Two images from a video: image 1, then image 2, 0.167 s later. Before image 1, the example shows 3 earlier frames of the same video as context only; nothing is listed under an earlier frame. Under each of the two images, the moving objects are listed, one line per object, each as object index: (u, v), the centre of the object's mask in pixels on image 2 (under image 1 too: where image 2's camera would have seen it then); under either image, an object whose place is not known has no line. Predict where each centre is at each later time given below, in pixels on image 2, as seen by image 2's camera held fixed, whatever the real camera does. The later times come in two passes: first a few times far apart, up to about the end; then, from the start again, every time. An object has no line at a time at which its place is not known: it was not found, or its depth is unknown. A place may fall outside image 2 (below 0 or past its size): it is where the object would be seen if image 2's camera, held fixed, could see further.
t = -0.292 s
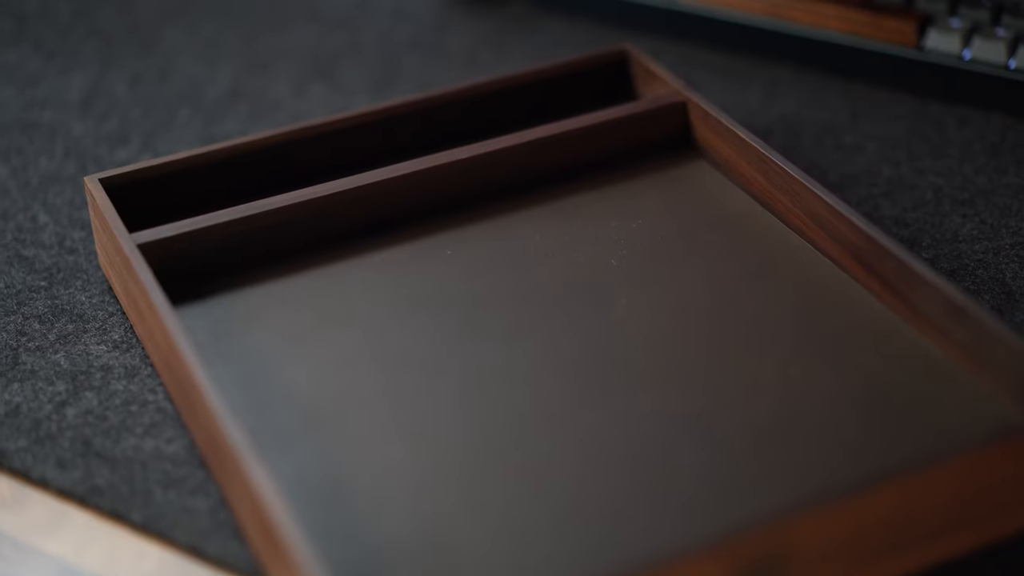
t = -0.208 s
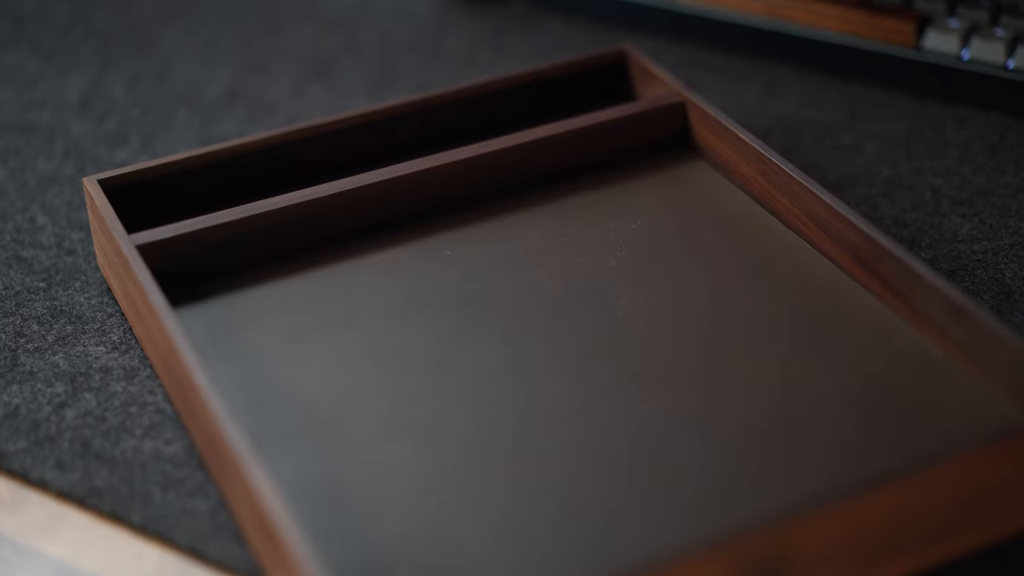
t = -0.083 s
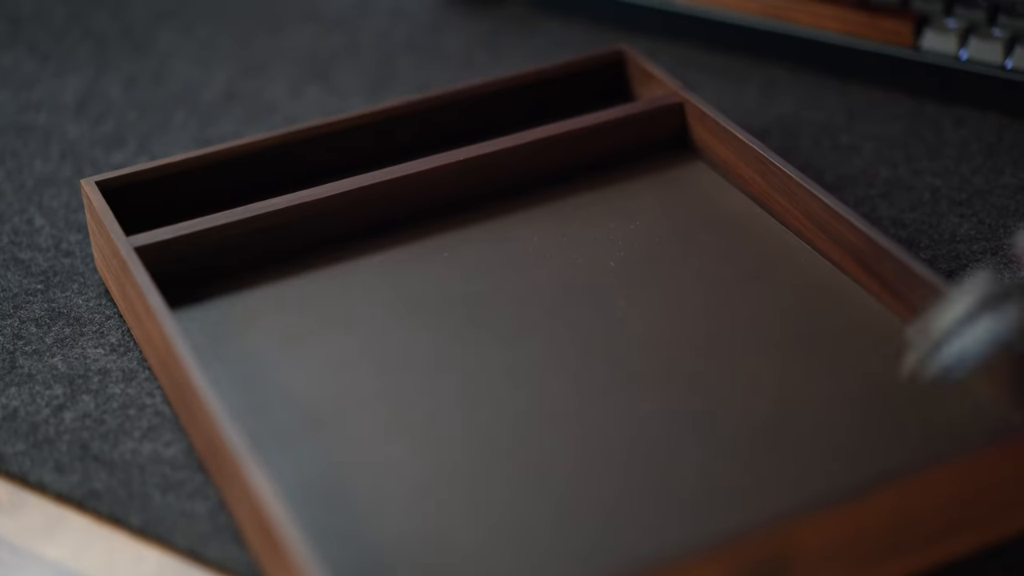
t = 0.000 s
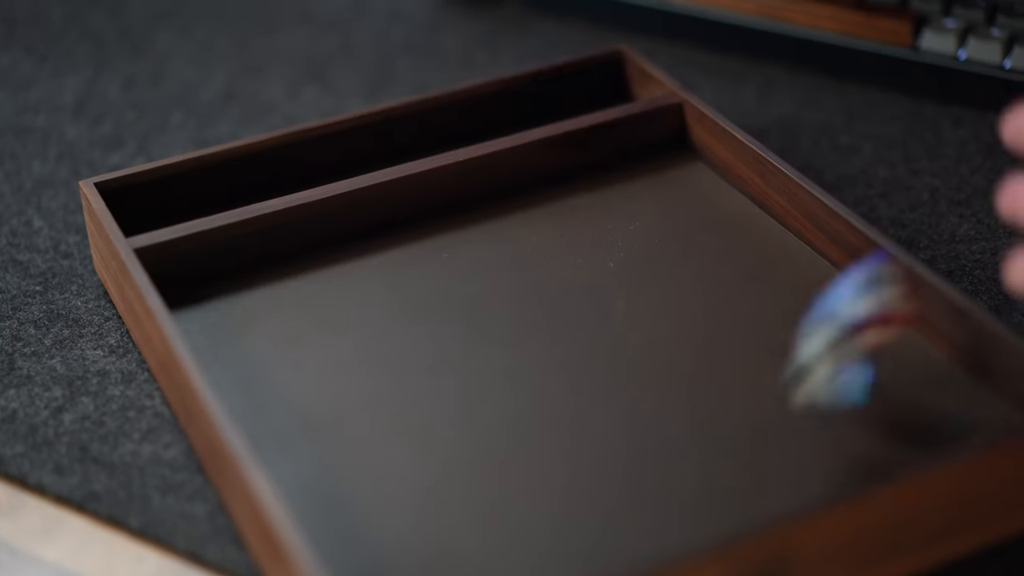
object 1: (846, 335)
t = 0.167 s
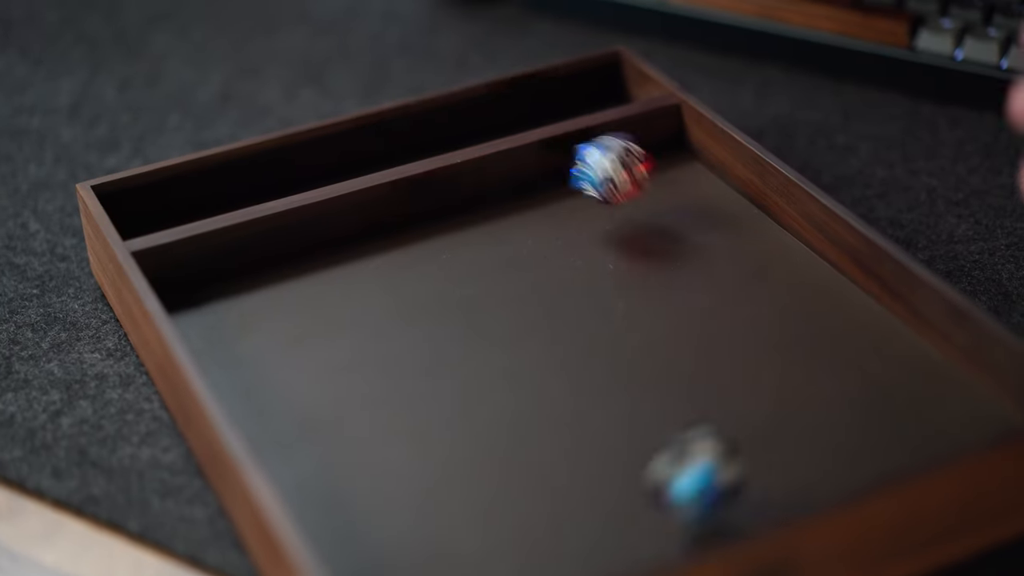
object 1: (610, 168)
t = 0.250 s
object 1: (558, 170)
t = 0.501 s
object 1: (518, 227)
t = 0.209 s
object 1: (570, 167)
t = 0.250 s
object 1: (558, 170)
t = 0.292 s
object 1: (547, 180)
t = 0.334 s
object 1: (540, 193)
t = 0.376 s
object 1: (532, 205)
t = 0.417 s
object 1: (523, 214)
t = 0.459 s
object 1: (520, 222)
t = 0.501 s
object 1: (518, 227)
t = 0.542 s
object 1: (518, 228)
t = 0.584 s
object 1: (518, 228)
